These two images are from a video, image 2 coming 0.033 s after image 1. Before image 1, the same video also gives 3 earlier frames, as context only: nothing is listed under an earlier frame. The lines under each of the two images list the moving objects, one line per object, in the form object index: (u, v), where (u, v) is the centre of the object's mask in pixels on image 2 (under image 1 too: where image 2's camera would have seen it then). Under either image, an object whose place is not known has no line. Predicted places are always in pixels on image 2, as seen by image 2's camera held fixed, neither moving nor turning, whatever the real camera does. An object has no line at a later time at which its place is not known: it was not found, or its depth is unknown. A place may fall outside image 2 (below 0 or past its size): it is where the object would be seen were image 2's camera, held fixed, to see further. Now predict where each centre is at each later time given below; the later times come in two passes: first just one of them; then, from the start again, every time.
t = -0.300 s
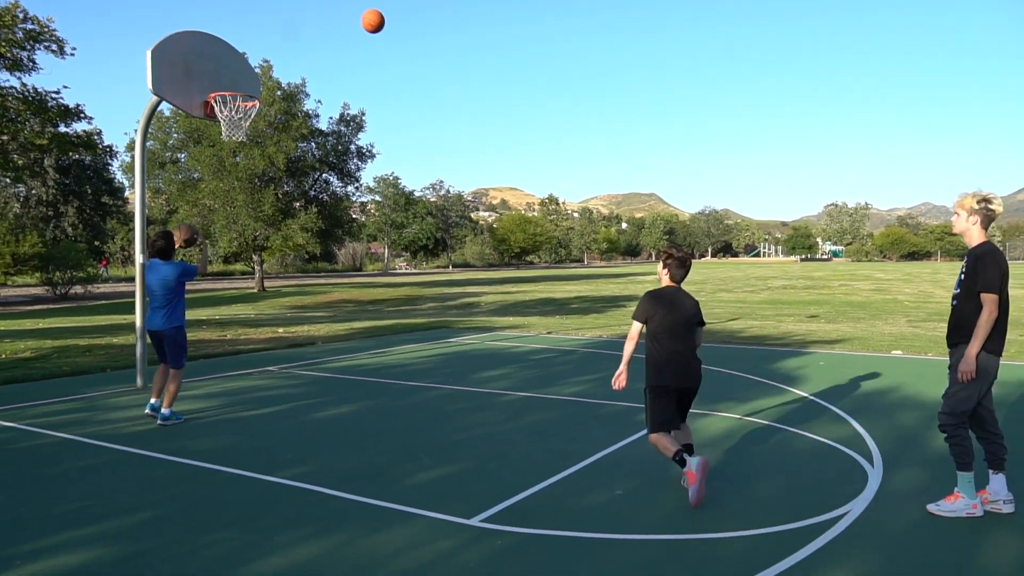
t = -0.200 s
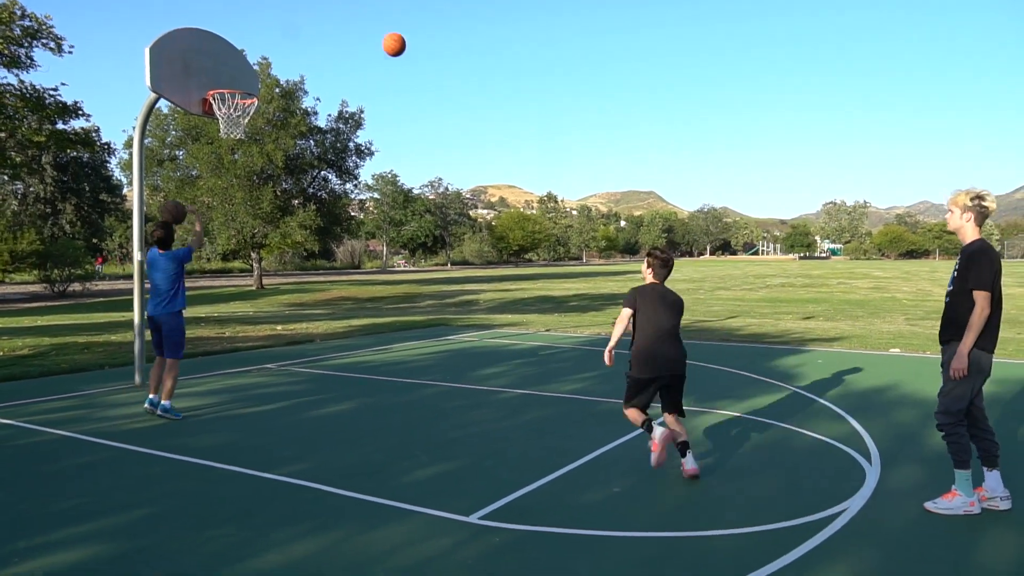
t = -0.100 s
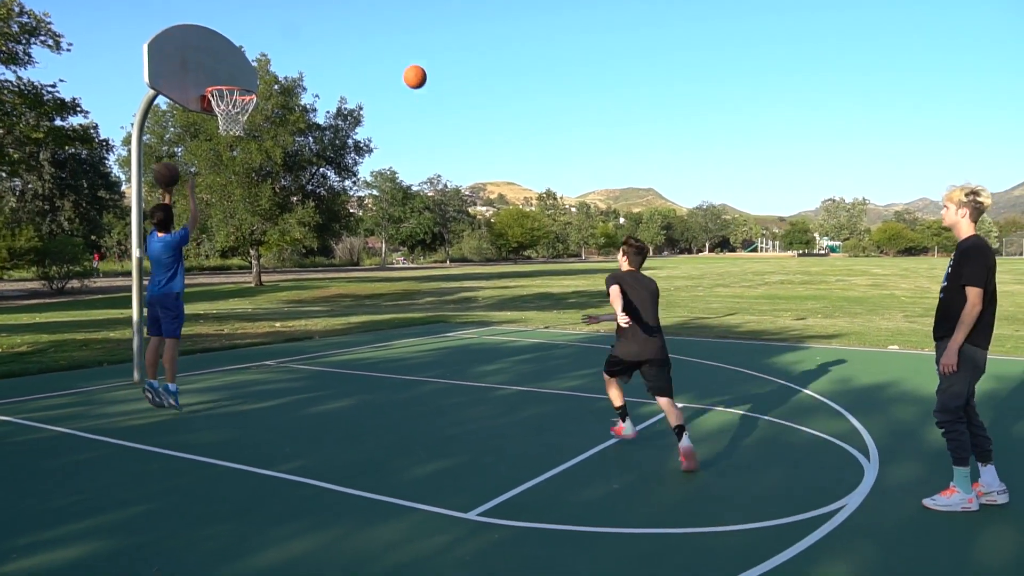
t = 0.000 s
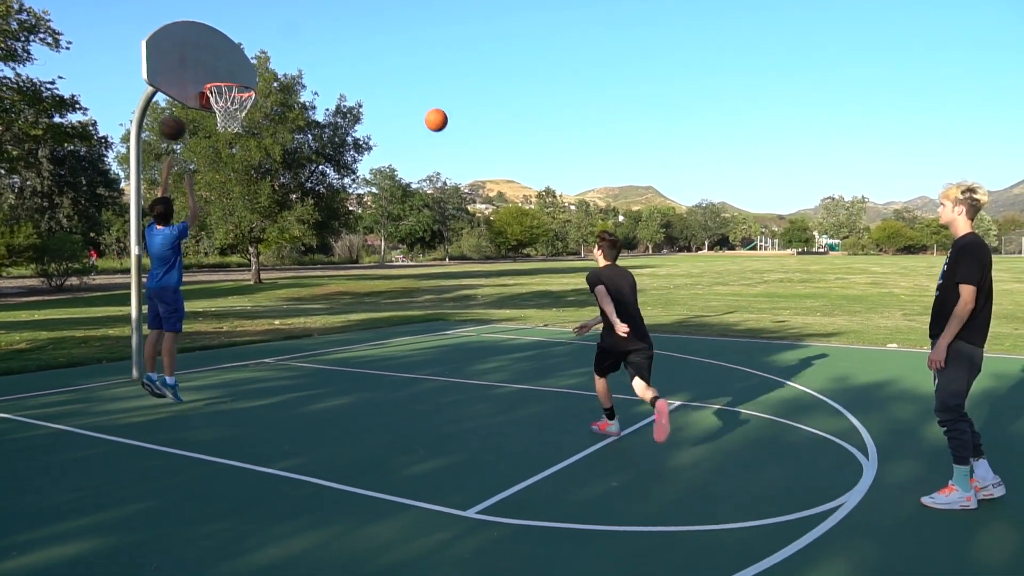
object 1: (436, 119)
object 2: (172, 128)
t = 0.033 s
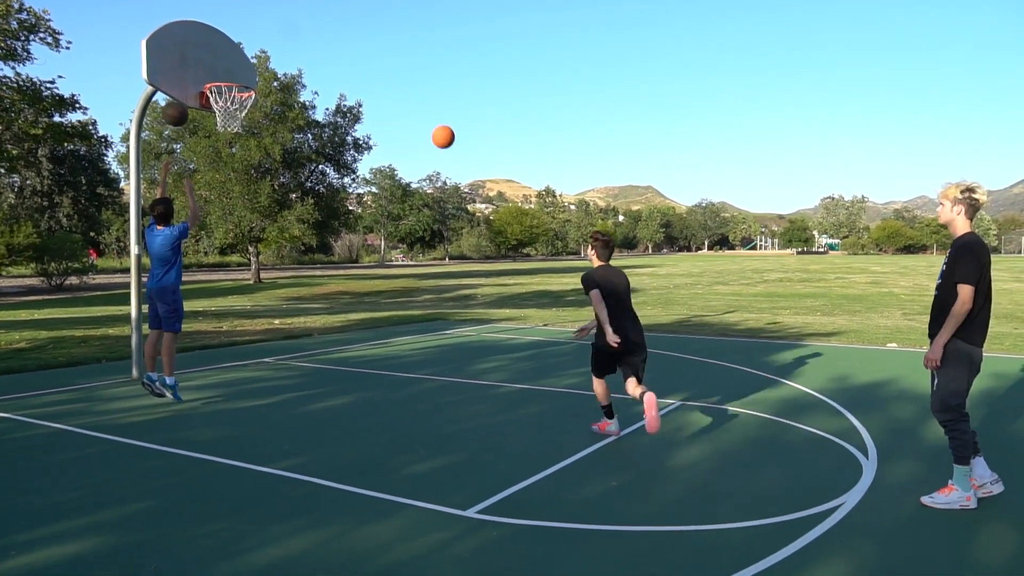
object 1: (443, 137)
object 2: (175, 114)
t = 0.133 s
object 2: (184, 82)
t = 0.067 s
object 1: (450, 155)
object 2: (178, 102)
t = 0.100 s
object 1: (457, 174)
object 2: (181, 92)
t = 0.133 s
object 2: (184, 82)
